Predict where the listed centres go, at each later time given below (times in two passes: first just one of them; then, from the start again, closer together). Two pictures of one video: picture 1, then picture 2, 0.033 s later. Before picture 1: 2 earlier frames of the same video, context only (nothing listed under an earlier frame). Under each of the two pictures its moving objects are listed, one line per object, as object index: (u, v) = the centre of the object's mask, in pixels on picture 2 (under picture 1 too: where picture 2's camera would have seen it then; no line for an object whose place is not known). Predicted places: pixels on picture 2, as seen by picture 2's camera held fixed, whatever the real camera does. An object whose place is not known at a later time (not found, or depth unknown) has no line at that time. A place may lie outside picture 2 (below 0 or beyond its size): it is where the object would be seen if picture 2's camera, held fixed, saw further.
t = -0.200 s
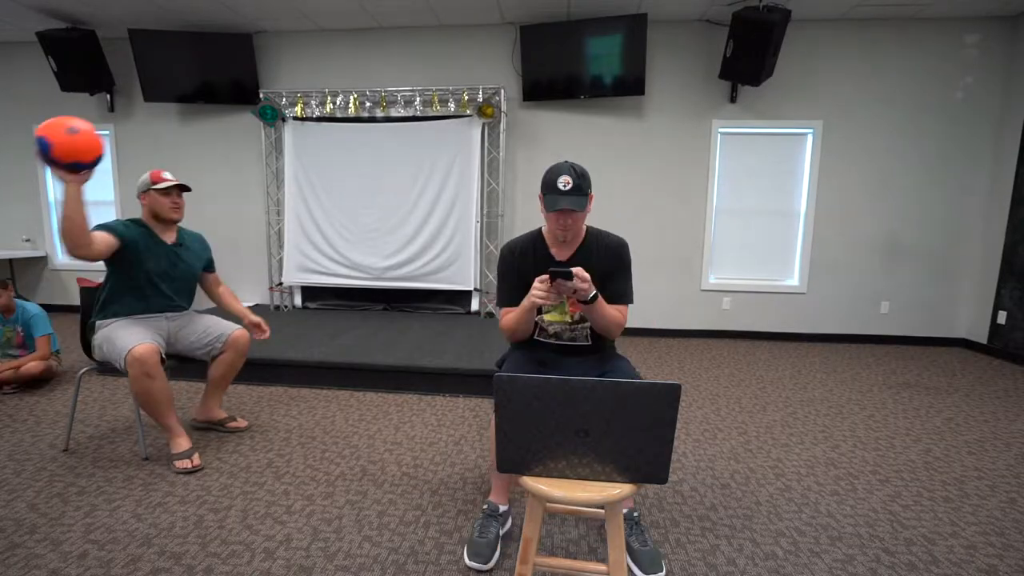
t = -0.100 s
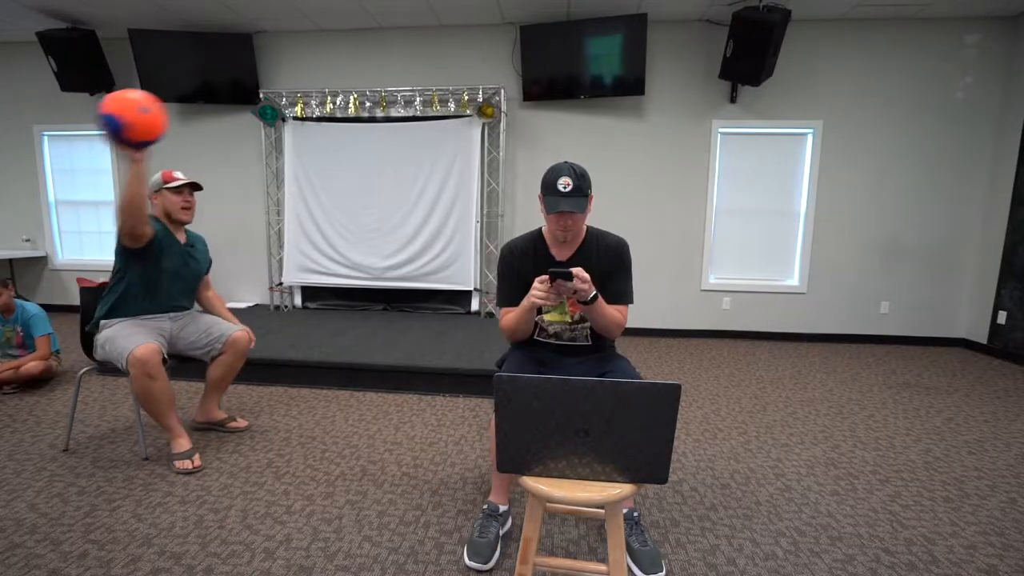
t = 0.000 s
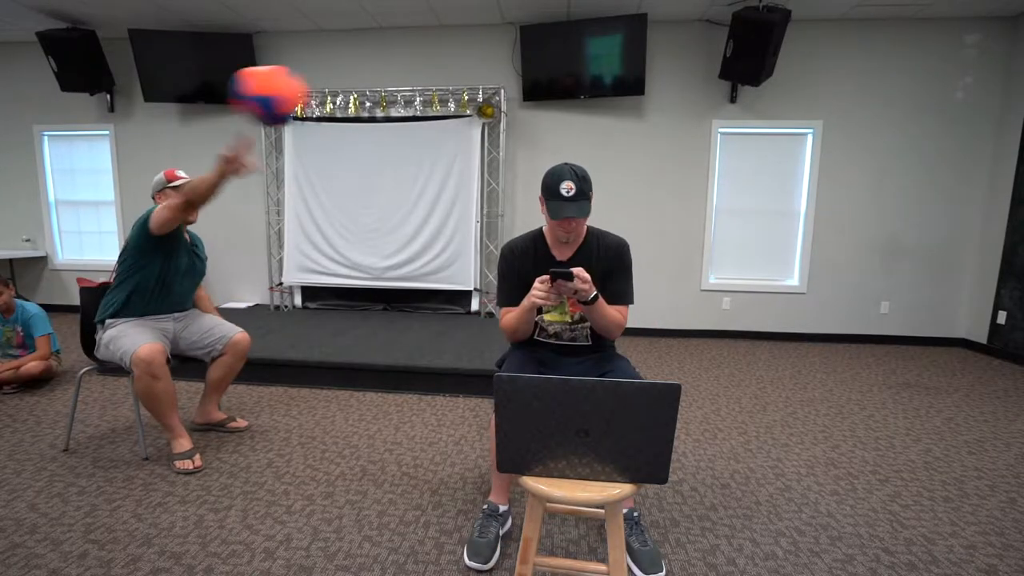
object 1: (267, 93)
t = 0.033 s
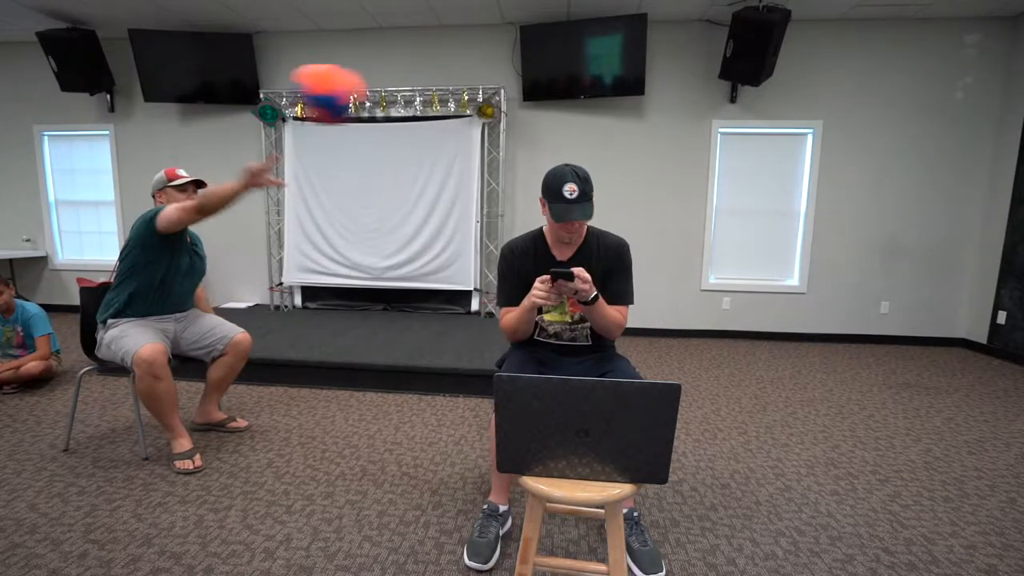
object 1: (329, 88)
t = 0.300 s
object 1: (816, 211)
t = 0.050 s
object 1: (356, 91)
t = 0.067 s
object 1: (385, 92)
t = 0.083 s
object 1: (414, 94)
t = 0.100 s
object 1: (447, 98)
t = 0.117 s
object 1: (478, 103)
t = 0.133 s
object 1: (508, 108)
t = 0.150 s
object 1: (538, 114)
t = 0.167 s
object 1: (567, 120)
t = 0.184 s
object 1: (598, 128)
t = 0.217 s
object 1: (660, 147)
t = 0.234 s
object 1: (691, 159)
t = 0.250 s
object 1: (722, 171)
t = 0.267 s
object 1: (756, 185)
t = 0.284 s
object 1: (786, 198)
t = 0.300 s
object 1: (816, 211)
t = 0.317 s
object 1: (847, 226)
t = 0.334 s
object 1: (874, 240)
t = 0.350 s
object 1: (904, 256)
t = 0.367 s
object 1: (932, 272)
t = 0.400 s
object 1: (984, 307)
